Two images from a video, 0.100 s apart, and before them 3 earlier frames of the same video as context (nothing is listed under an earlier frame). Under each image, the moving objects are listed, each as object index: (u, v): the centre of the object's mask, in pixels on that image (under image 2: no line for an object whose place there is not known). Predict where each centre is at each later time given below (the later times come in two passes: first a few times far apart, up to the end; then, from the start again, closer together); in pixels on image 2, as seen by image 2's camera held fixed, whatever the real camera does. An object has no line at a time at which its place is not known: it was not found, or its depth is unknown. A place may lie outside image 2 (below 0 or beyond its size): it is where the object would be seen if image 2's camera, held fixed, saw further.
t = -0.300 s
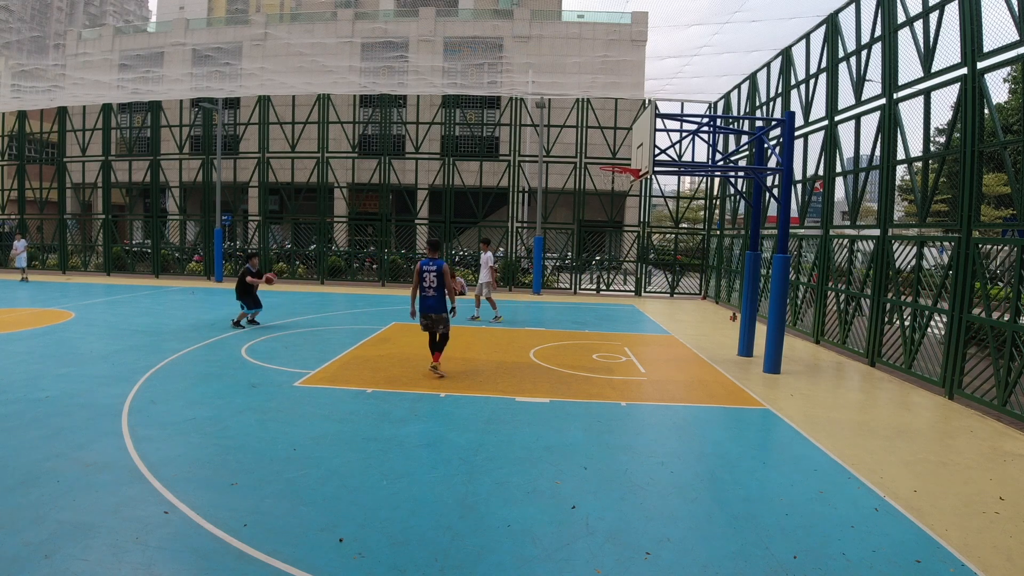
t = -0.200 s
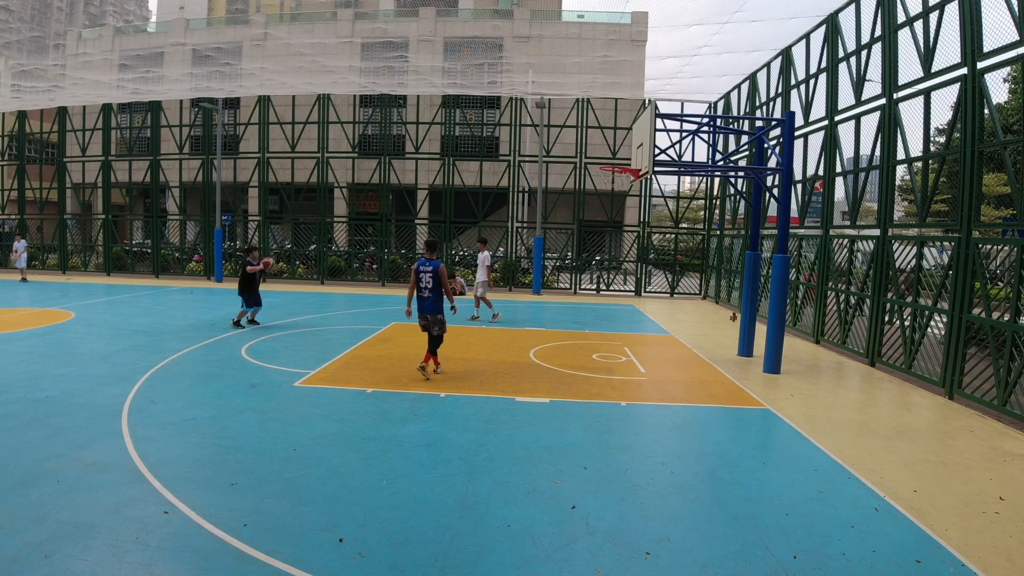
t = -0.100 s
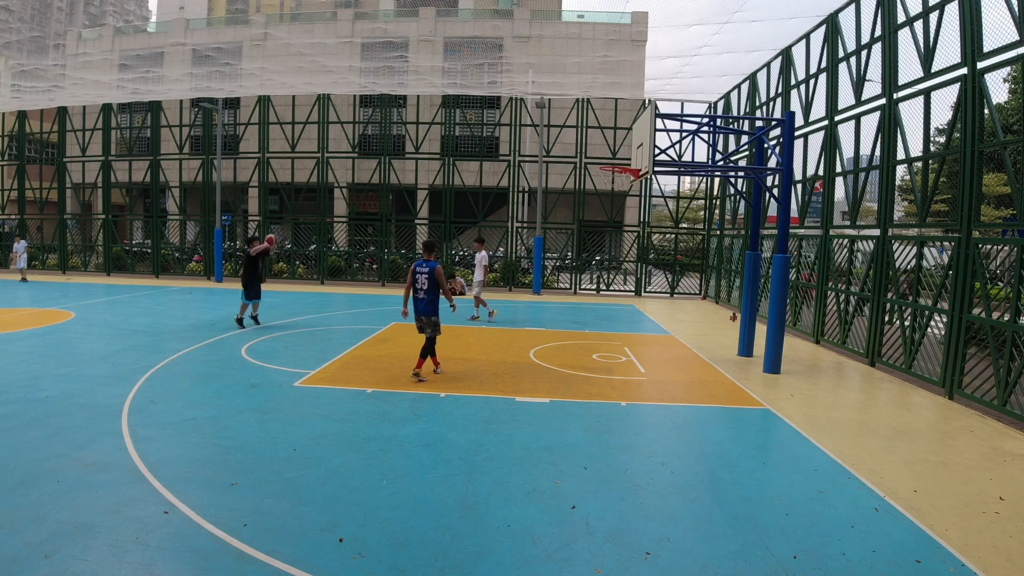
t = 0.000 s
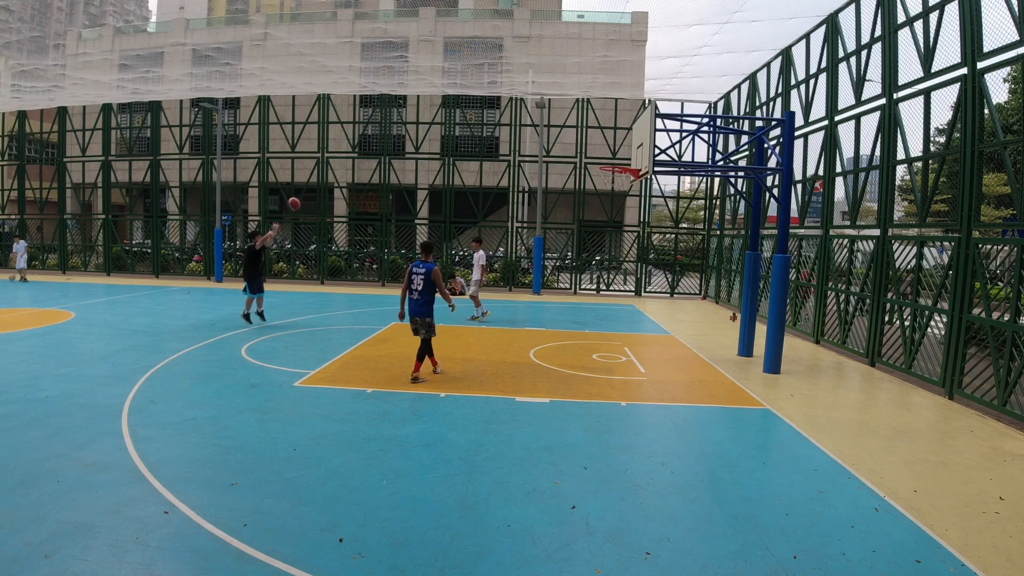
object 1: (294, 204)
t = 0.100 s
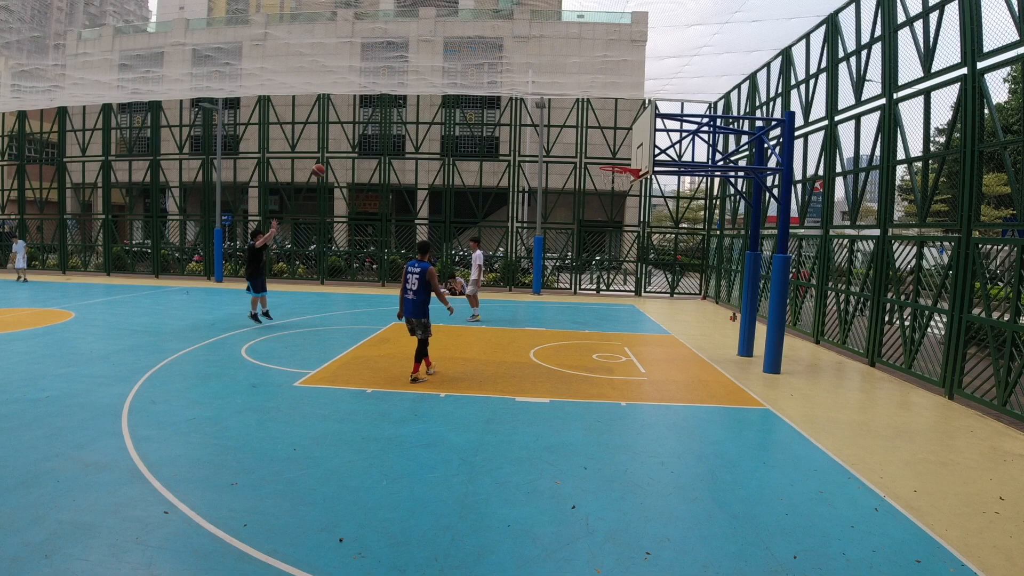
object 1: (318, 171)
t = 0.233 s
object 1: (352, 134)
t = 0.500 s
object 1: (420, 86)
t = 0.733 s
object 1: (482, 78)
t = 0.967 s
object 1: (543, 100)
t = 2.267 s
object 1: (795, 185)
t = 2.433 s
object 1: (810, 178)
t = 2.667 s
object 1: (835, 195)
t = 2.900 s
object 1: (856, 244)
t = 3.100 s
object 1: (864, 301)
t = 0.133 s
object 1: (327, 160)
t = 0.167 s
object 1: (335, 152)
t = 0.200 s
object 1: (344, 142)
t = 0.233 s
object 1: (352, 134)
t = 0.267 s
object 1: (361, 126)
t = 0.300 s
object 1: (370, 118)
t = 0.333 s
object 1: (378, 112)
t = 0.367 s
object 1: (386, 105)
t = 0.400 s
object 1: (396, 100)
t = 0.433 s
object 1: (404, 95)
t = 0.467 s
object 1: (412, 90)
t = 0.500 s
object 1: (420, 86)
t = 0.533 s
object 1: (429, 84)
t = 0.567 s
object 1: (438, 81)
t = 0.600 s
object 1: (446, 79)
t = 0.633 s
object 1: (455, 78)
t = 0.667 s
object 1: (464, 77)
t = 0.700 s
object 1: (473, 77)
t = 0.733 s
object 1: (482, 78)
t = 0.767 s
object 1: (491, 79)
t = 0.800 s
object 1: (500, 80)
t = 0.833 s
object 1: (508, 83)
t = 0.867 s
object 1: (517, 86)
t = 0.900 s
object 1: (526, 90)
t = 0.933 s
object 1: (534, 95)
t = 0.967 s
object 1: (543, 100)
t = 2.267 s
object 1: (795, 185)
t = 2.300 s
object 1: (796, 182)
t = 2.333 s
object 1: (799, 180)
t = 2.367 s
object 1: (802, 179)
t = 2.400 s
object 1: (807, 178)
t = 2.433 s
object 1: (810, 178)
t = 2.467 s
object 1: (813, 179)
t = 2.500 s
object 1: (817, 180)
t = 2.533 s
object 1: (820, 182)
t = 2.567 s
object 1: (823, 184)
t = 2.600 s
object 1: (827, 187)
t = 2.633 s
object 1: (831, 191)
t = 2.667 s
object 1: (835, 195)
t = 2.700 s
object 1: (838, 200)
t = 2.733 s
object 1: (842, 207)
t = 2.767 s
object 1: (845, 213)
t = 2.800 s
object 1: (848, 219)
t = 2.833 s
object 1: (850, 227)
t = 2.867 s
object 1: (854, 236)
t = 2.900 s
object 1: (856, 244)
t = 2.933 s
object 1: (860, 254)
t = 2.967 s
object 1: (863, 264)
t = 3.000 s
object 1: (864, 275)
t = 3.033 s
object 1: (867, 287)
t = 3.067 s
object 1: (867, 296)
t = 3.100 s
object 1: (864, 301)
